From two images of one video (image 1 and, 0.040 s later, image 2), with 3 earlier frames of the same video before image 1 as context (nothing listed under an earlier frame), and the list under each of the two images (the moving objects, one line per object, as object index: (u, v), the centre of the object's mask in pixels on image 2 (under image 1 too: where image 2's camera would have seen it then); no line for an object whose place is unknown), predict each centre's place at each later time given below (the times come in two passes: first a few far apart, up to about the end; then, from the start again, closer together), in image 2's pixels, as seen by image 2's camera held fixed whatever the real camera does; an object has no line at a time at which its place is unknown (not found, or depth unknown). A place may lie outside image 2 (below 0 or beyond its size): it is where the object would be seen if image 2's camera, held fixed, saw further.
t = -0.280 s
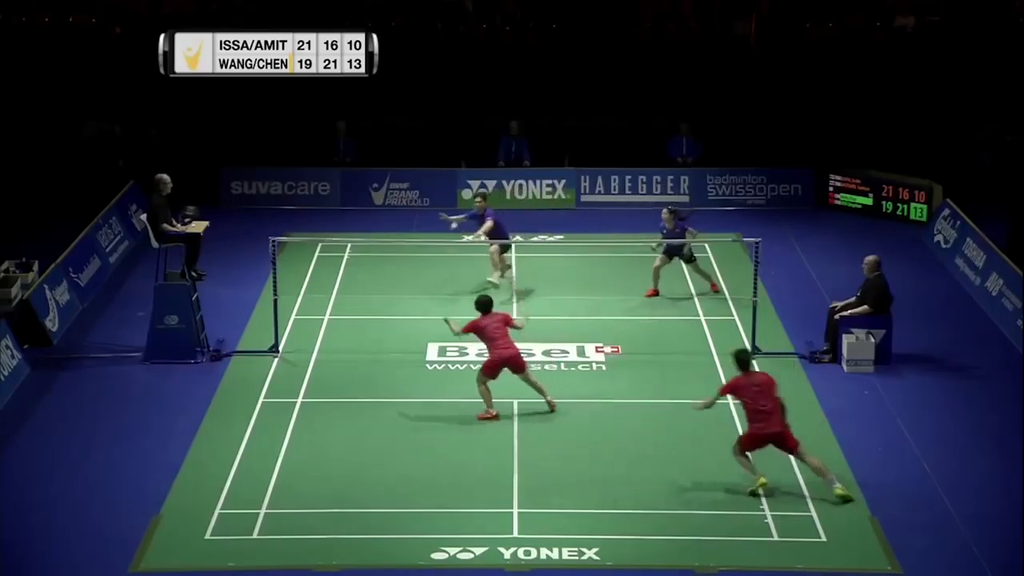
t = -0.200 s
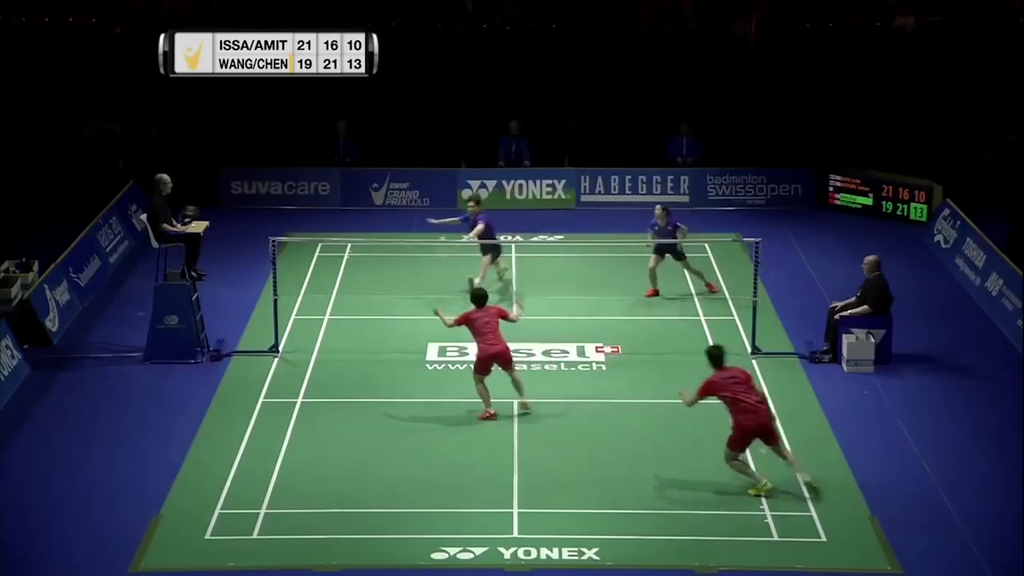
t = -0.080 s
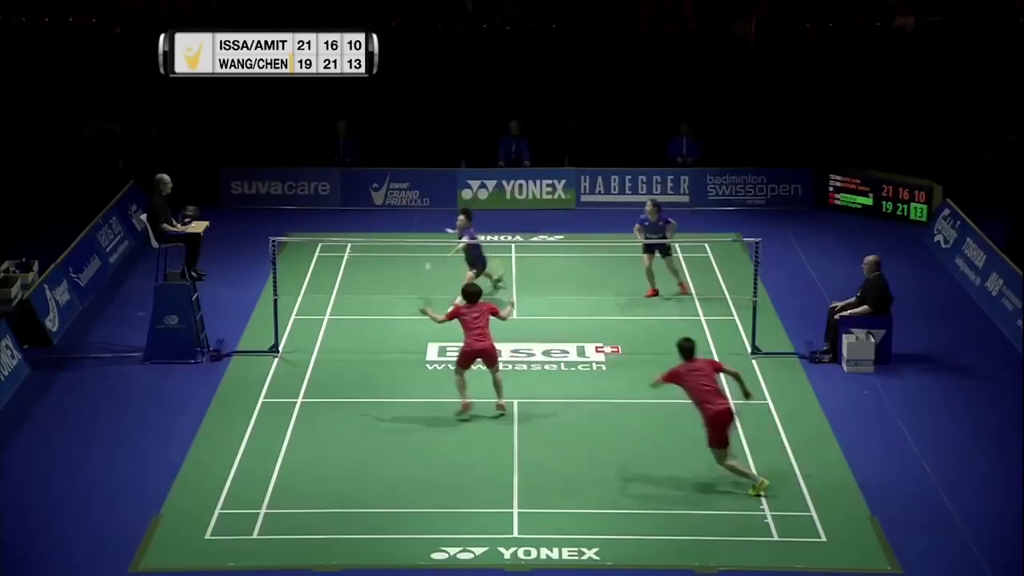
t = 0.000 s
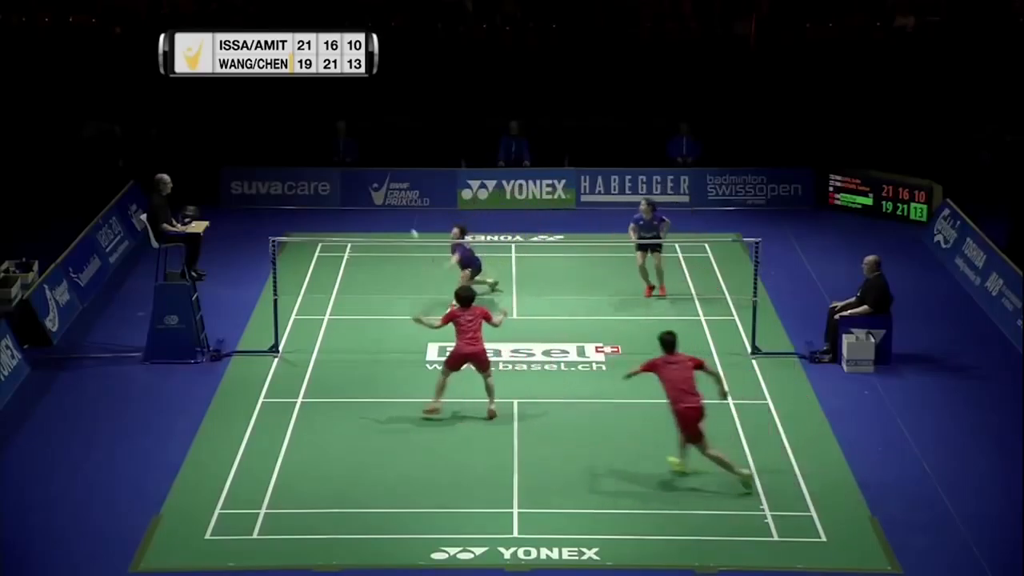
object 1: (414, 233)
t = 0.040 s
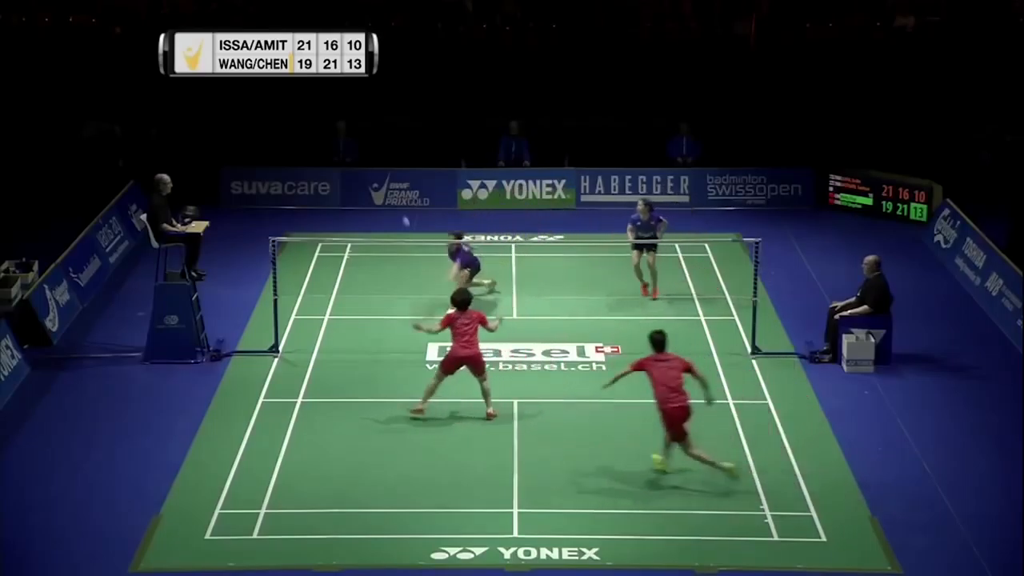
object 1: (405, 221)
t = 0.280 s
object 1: (372, 173)
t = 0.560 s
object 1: (345, 185)
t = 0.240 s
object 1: (377, 177)
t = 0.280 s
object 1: (372, 173)
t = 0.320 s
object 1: (368, 171)
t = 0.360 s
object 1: (366, 170)
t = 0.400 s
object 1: (361, 171)
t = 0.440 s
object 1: (357, 172)
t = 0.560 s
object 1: (345, 185)
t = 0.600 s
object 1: (340, 192)
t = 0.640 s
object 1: (336, 200)
